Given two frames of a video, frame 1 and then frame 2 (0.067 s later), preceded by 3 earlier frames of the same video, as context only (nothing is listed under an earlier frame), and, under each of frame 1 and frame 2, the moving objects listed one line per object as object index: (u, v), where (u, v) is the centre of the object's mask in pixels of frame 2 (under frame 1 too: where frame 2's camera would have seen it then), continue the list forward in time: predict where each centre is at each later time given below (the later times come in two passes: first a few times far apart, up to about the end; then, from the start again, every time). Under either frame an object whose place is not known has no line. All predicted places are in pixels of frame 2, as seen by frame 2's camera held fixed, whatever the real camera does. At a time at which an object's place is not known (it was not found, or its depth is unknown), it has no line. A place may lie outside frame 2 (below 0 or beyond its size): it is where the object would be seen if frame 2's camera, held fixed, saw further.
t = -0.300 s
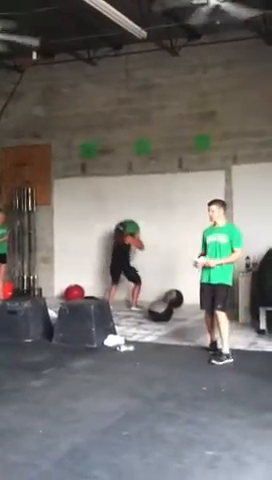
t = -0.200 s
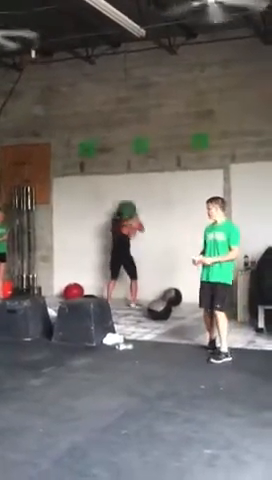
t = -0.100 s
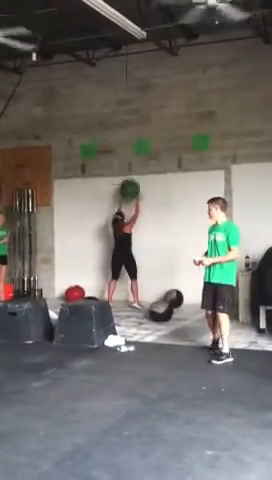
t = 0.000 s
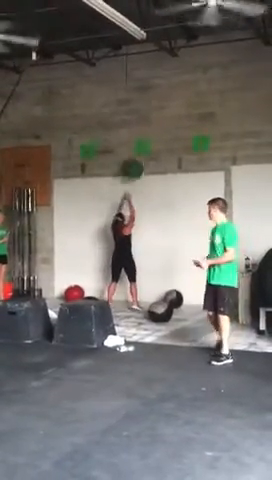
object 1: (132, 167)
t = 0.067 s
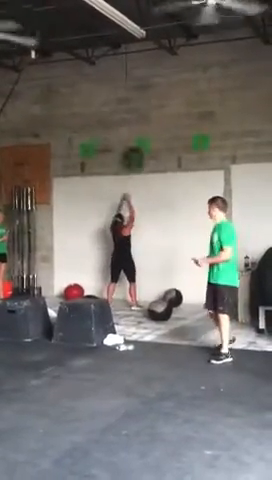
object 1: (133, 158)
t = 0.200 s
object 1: (138, 143)
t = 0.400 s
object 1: (138, 142)
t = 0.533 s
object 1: (136, 151)
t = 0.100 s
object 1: (134, 152)
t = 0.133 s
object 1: (137, 146)
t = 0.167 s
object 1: (137, 145)
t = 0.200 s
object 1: (138, 143)
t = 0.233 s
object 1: (138, 142)
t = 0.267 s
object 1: (139, 141)
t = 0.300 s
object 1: (139, 141)
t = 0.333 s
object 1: (139, 141)
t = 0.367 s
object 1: (139, 141)
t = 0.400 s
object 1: (138, 142)
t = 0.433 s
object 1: (138, 143)
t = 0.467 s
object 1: (137, 146)
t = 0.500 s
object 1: (136, 148)
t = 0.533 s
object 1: (136, 151)
